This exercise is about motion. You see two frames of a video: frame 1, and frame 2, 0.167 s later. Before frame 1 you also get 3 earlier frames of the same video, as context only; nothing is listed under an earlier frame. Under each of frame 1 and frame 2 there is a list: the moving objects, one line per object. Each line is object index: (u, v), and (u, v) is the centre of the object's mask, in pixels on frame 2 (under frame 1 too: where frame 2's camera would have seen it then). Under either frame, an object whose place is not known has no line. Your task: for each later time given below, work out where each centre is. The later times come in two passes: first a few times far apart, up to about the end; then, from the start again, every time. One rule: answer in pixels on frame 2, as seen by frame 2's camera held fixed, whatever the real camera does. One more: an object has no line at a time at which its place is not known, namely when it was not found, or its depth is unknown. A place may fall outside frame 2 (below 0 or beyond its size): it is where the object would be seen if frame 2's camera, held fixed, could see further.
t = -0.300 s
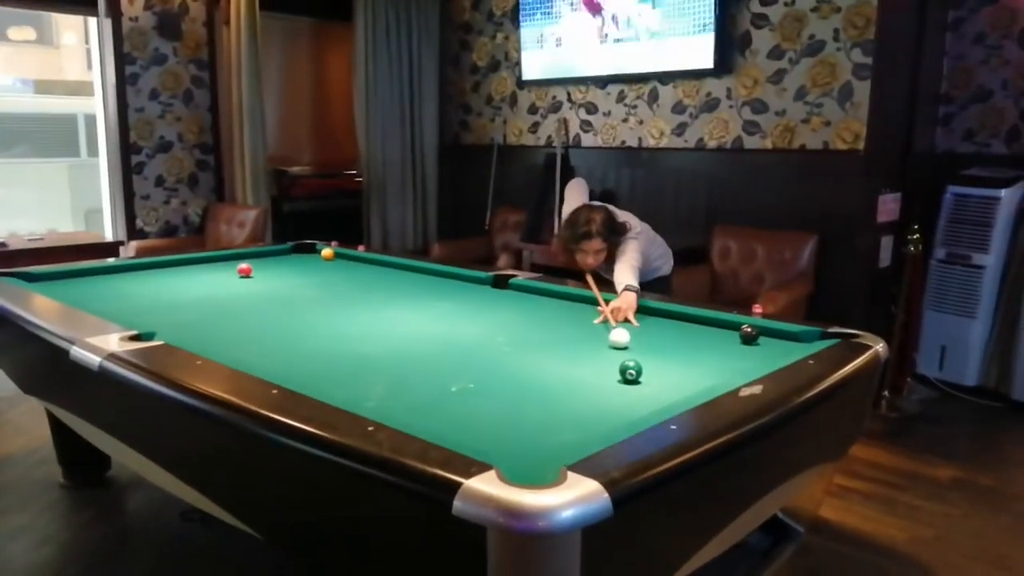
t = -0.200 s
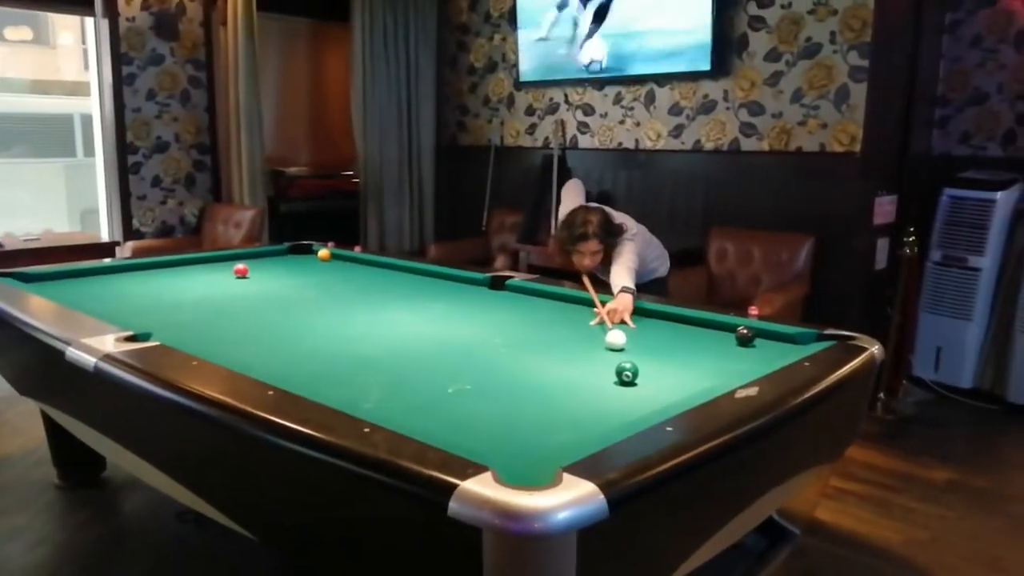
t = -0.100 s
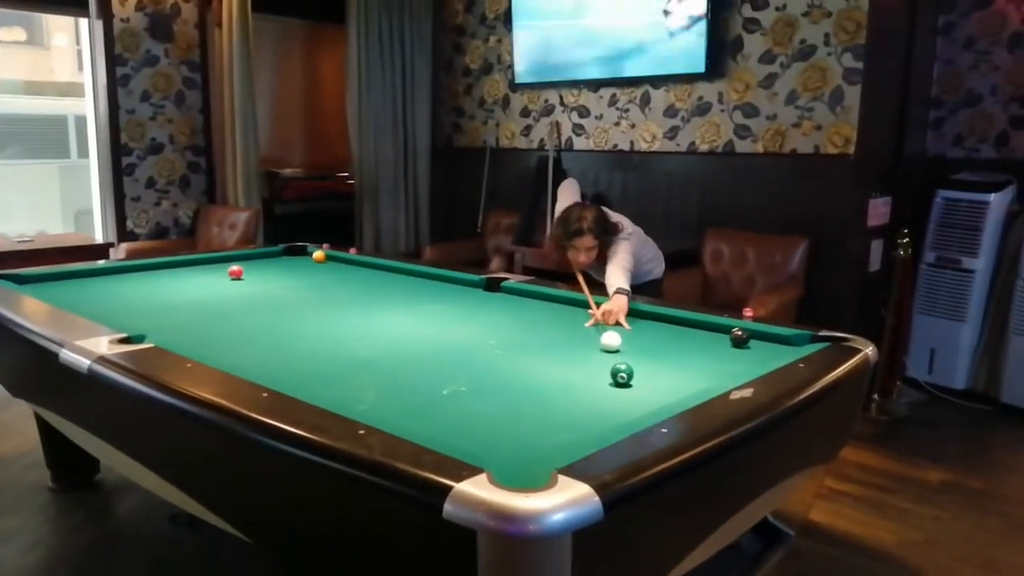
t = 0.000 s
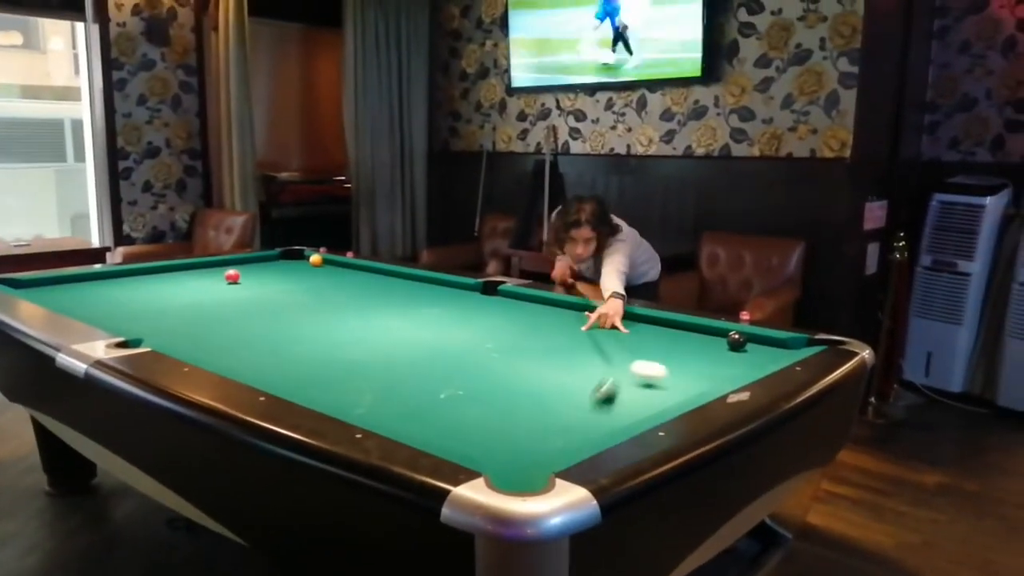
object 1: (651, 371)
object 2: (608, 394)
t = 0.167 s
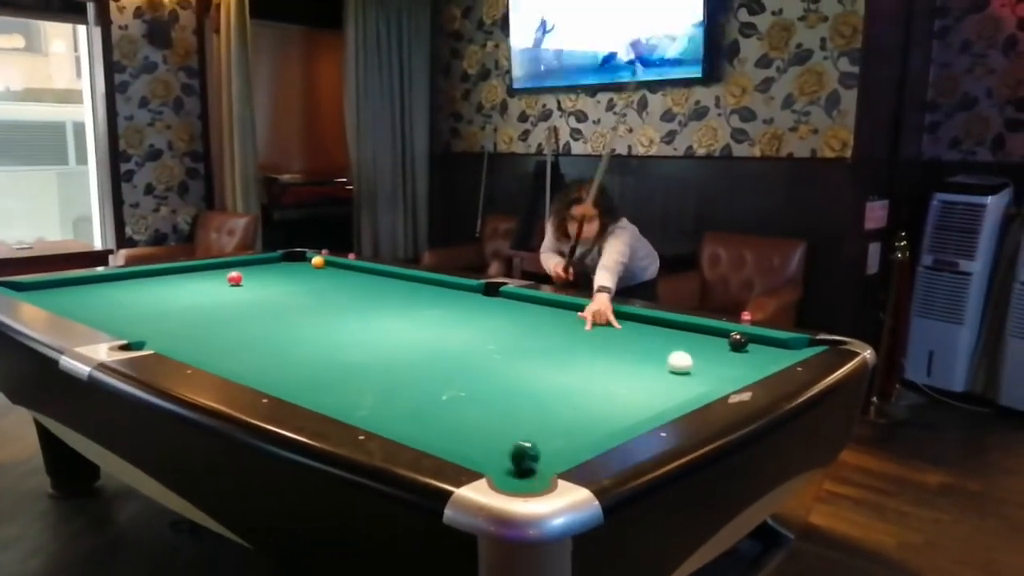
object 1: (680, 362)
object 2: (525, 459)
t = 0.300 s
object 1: (649, 341)
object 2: (479, 438)
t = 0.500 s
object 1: (613, 318)
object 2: (425, 413)
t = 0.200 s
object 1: (671, 356)
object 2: (512, 453)
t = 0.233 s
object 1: (663, 351)
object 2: (501, 448)
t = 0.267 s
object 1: (656, 346)
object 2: (489, 442)
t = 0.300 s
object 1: (649, 341)
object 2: (479, 438)
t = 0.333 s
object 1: (642, 337)
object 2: (469, 433)
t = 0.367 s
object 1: (635, 333)
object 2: (460, 429)
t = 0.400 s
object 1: (630, 329)
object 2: (450, 424)
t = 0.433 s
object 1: (624, 324)
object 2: (441, 421)
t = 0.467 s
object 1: (618, 321)
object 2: (433, 417)
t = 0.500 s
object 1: (613, 318)
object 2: (425, 413)
